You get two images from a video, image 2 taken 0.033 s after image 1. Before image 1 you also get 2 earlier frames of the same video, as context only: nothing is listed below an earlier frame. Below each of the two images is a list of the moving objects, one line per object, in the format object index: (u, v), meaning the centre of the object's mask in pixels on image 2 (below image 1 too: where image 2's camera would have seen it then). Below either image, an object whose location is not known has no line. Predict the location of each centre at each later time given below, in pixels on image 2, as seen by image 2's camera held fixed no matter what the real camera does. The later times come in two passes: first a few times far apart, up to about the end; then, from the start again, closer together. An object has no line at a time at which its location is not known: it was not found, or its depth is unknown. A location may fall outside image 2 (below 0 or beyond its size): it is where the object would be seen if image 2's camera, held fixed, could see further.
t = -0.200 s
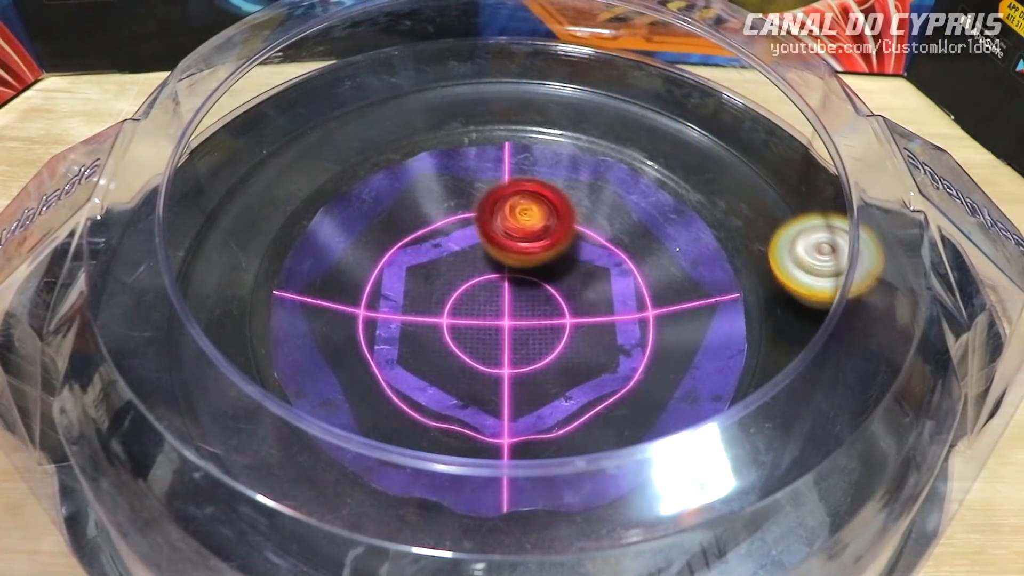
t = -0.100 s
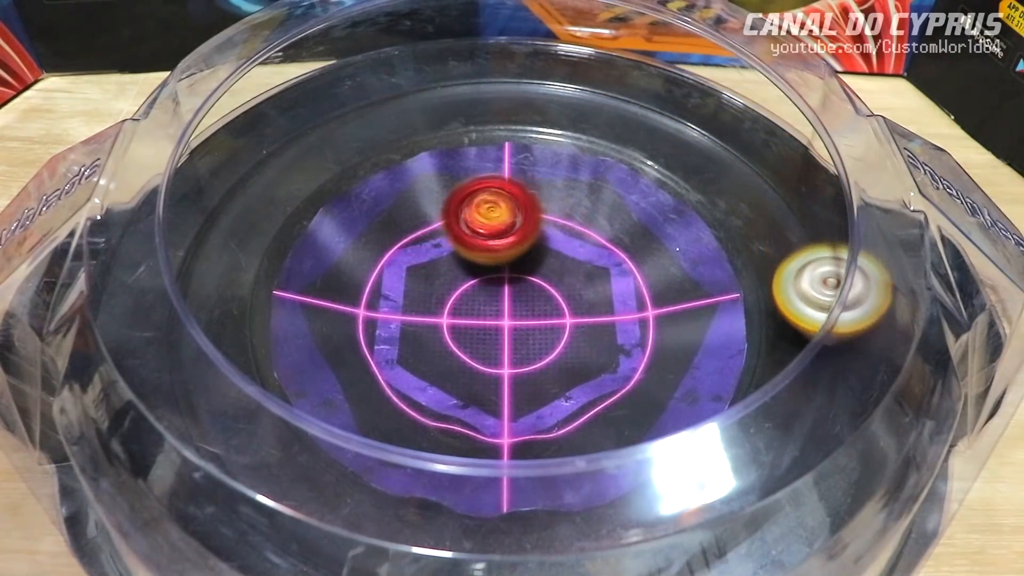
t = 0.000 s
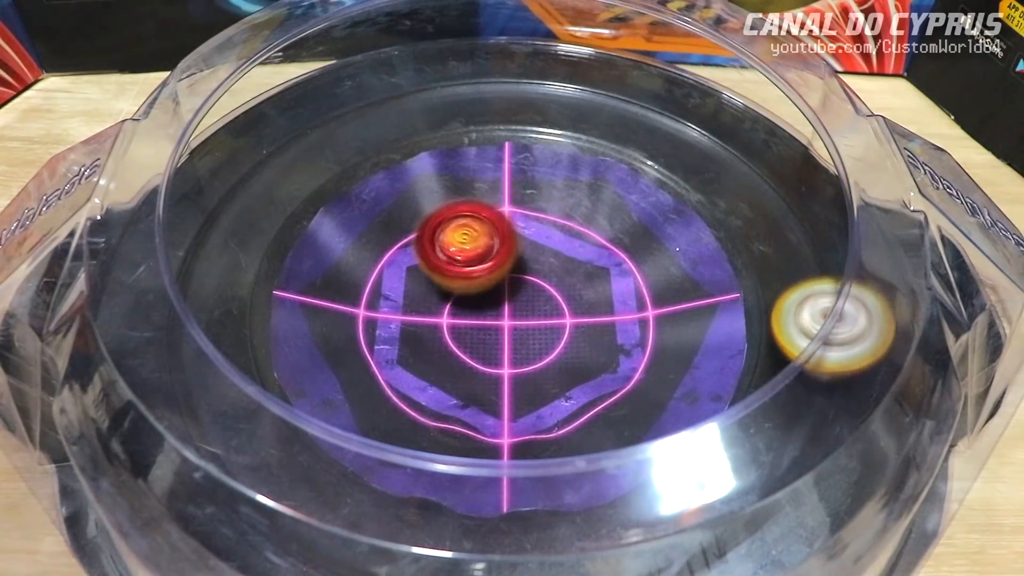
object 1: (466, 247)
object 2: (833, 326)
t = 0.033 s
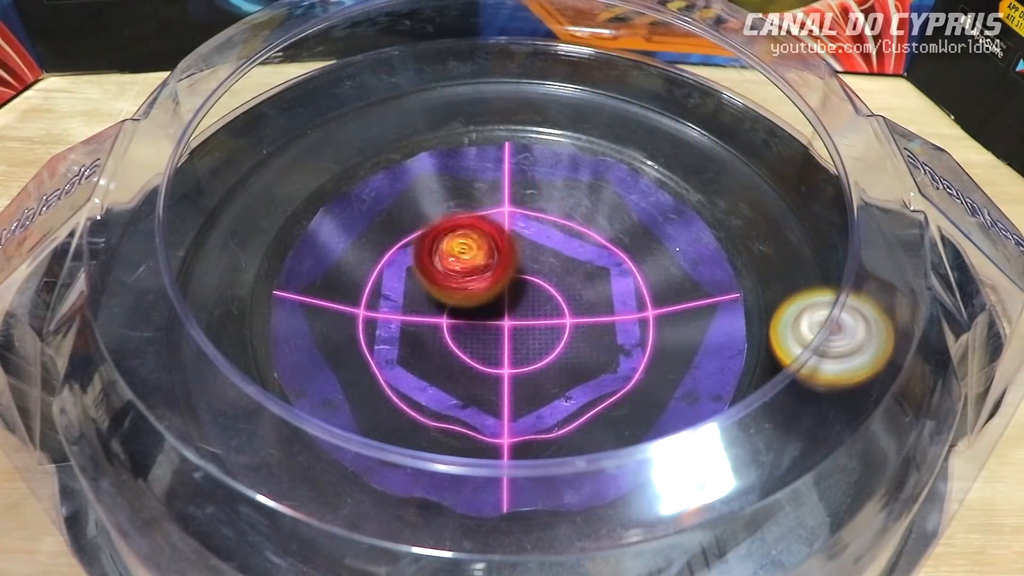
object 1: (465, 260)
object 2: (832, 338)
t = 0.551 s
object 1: (571, 264)
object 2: (716, 522)
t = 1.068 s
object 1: (499, 347)
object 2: (409, 532)
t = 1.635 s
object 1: (430, 255)
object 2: (194, 383)
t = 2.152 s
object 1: (570, 245)
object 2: (209, 208)
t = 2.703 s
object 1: (520, 343)
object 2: (343, 94)
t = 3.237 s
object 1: (445, 262)
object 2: (520, 70)
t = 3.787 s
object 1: (553, 259)
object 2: (605, 151)
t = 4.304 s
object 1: (493, 386)
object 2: (520, 307)
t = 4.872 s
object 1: (421, 308)
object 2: (537, 277)
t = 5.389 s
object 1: (458, 208)
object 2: (489, 299)
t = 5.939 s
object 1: (615, 294)
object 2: (497, 315)
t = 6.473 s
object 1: (467, 351)
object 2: (462, 265)
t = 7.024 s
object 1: (439, 259)
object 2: (525, 214)
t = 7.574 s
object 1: (497, 319)
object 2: (641, 253)
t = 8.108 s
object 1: (495, 267)
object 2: (540, 362)
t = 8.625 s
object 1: (512, 316)
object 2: (397, 302)
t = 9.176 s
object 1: (560, 300)
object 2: (452, 155)
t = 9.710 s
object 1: (488, 298)
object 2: (726, 276)
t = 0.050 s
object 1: (465, 267)
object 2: (830, 345)
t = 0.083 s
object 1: (471, 282)
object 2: (829, 356)
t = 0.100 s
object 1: (474, 288)
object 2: (828, 362)
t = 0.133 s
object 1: (485, 300)
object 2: (825, 373)
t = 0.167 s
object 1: (499, 310)
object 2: (821, 385)
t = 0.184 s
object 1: (506, 314)
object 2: (826, 397)
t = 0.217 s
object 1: (520, 319)
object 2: (819, 407)
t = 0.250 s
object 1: (536, 321)
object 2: (809, 416)
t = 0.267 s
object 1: (543, 321)
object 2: (805, 422)
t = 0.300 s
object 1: (558, 319)
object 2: (794, 431)
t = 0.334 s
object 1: (570, 315)
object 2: (788, 442)
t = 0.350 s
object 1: (575, 312)
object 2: (785, 447)
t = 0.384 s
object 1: (585, 305)
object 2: (780, 459)
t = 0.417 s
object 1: (590, 296)
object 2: (772, 470)
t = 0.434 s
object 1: (592, 291)
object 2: (767, 476)
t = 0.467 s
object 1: (591, 283)
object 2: (758, 488)
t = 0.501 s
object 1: (586, 274)
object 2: (746, 501)
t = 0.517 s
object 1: (581, 270)
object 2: (739, 509)
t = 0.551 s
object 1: (571, 264)
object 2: (716, 522)
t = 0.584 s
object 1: (557, 260)
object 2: (690, 529)
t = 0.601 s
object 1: (550, 259)
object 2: (679, 530)
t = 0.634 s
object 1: (533, 259)
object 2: (661, 532)
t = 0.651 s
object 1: (524, 259)
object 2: (652, 532)
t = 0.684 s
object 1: (507, 263)
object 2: (635, 533)
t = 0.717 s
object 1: (489, 270)
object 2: (616, 533)
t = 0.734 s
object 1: (483, 272)
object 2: (610, 533)
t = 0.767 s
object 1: (469, 281)
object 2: (593, 533)
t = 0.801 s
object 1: (460, 290)
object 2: (573, 535)
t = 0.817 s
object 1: (456, 295)
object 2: (563, 535)
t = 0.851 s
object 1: (451, 305)
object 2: (544, 536)
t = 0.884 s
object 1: (450, 315)
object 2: (524, 537)
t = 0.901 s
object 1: (451, 320)
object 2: (513, 536)
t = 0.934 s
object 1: (454, 329)
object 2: (491, 536)
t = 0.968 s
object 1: (461, 337)
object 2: (471, 536)
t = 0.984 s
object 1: (467, 341)
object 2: (460, 536)
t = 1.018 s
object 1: (478, 346)
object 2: (440, 535)
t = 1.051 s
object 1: (491, 347)
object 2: (420, 532)
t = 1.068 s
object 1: (499, 347)
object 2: (409, 532)
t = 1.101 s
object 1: (511, 344)
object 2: (391, 529)
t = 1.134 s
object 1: (524, 337)
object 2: (373, 526)
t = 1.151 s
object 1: (528, 332)
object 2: (363, 524)
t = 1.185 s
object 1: (536, 321)
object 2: (346, 520)
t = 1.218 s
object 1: (541, 308)
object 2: (330, 515)
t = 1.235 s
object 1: (541, 301)
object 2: (322, 511)
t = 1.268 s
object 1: (539, 288)
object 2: (307, 503)
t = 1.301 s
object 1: (533, 275)
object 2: (292, 494)
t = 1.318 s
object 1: (530, 269)
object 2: (285, 489)
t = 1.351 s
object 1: (521, 258)
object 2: (271, 480)
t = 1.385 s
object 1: (509, 249)
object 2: (257, 470)
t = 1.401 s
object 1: (504, 246)
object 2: (251, 464)
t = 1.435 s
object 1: (492, 240)
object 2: (237, 453)
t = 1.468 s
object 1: (479, 237)
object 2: (226, 443)
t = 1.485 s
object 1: (474, 236)
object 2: (222, 437)
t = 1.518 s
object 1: (461, 236)
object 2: (215, 423)
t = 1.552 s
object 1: (450, 239)
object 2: (208, 413)
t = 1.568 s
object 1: (445, 241)
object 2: (205, 407)
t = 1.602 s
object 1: (436, 247)
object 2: (200, 395)
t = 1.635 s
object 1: (430, 255)
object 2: (194, 383)
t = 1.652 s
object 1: (429, 261)
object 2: (192, 378)
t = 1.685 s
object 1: (429, 271)
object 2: (185, 367)
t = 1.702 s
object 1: (432, 277)
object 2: (185, 360)
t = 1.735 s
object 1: (439, 287)
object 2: (180, 348)
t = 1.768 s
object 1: (453, 297)
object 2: (178, 336)
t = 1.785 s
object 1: (459, 301)
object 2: (177, 330)
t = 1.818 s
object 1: (477, 307)
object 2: (177, 318)
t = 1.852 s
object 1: (496, 310)
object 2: (175, 306)
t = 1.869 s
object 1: (505, 310)
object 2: (183, 300)
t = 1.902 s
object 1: (523, 308)
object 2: (180, 289)
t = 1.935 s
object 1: (540, 303)
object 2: (181, 278)
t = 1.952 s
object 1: (545, 299)
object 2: (182, 272)
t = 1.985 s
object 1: (557, 292)
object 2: (185, 261)
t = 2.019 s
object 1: (566, 283)
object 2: (189, 251)
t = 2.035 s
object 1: (569, 279)
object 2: (191, 245)
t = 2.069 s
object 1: (573, 269)
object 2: (195, 234)
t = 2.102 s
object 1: (575, 259)
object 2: (206, 224)
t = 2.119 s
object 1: (573, 255)
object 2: (207, 219)
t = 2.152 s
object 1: (570, 245)
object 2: (209, 208)
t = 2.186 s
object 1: (563, 238)
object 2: (215, 198)
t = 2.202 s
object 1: (558, 236)
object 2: (217, 193)
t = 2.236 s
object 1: (548, 232)
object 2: (222, 184)
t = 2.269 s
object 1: (536, 231)
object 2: (229, 175)
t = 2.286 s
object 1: (528, 232)
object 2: (232, 171)
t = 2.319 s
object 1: (514, 236)
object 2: (239, 163)
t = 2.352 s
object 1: (502, 243)
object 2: (247, 156)
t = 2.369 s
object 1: (495, 248)
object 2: (251, 153)
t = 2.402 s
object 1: (485, 259)
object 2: (259, 146)
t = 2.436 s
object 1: (479, 271)
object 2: (267, 139)
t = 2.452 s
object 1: (475, 278)
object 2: (272, 135)
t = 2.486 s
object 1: (473, 290)
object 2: (280, 129)
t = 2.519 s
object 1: (474, 302)
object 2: (289, 123)
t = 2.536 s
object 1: (474, 308)
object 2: (293, 120)
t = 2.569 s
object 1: (480, 318)
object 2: (302, 115)
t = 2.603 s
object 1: (488, 328)
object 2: (312, 109)
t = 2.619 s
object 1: (491, 332)
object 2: (318, 107)
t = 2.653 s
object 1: (502, 338)
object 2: (328, 101)
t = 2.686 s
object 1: (514, 341)
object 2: (338, 97)
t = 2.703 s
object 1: (520, 343)
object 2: (343, 94)
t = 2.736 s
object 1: (533, 343)
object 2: (354, 90)
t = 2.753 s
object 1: (540, 341)
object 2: (359, 88)
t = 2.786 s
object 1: (550, 337)
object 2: (370, 84)
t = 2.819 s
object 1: (559, 330)
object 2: (380, 81)
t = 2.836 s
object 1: (562, 326)
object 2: (385, 80)
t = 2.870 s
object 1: (565, 316)
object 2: (396, 77)
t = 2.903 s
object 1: (564, 306)
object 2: (408, 75)
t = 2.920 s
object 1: (563, 301)
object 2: (413, 74)
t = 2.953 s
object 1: (557, 291)
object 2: (425, 72)
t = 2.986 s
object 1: (546, 281)
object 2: (437, 70)
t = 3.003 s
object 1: (540, 277)
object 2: (442, 70)
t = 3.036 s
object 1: (527, 268)
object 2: (455, 68)
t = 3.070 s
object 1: (512, 262)
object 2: (465, 68)
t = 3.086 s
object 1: (504, 260)
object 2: (471, 68)
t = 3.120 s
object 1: (489, 257)
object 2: (483, 68)
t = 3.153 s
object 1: (475, 256)
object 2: (493, 68)
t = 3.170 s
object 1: (468, 257)
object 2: (499, 68)
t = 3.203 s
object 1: (456, 259)
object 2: (510, 69)
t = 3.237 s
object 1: (445, 262)
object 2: (520, 70)
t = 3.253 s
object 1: (440, 265)
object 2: (526, 71)
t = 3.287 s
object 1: (432, 271)
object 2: (536, 74)
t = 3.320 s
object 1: (426, 278)
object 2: (546, 76)
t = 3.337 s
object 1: (425, 282)
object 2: (551, 77)
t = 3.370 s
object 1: (426, 291)
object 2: (561, 80)
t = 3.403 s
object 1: (429, 300)
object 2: (570, 83)
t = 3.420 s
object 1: (434, 304)
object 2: (575, 85)
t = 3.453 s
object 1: (444, 311)
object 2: (583, 88)
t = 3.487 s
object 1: (456, 316)
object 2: (592, 93)
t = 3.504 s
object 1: (463, 317)
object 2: (597, 95)
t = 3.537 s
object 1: (480, 318)
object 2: (604, 99)
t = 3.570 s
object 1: (497, 317)
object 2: (612, 104)
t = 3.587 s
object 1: (504, 314)
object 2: (616, 107)
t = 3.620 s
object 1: (519, 308)
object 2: (622, 112)
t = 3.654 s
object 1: (532, 300)
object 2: (628, 118)
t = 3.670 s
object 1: (537, 295)
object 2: (630, 120)
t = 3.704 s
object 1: (545, 285)
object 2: (628, 129)
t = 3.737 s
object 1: (550, 275)
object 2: (620, 137)
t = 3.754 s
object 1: (552, 269)
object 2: (615, 142)
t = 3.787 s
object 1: (553, 259)
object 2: (605, 151)
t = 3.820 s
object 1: (552, 249)
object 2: (592, 162)
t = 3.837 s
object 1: (547, 246)
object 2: (587, 167)
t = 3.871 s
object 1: (528, 255)
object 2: (583, 169)
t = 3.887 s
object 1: (519, 259)
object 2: (580, 171)
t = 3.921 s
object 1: (504, 267)
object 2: (572, 179)
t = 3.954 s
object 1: (492, 277)
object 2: (561, 190)
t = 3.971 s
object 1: (486, 282)
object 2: (556, 195)
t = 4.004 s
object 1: (478, 292)
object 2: (545, 208)
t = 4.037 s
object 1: (473, 304)
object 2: (534, 222)
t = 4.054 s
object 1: (471, 310)
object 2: (528, 229)
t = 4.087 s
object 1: (471, 322)
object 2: (518, 244)
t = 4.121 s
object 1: (472, 334)
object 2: (512, 258)
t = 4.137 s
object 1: (472, 339)
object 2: (510, 264)
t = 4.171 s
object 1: (474, 351)
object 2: (509, 274)
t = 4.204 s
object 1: (478, 361)
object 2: (510, 285)
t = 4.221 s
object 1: (480, 367)
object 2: (511, 289)
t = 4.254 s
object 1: (485, 376)
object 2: (514, 298)
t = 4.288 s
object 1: (491, 383)
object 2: (518, 305)
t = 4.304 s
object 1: (493, 386)
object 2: (520, 307)
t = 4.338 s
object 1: (499, 390)
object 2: (526, 312)
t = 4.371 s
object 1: (504, 393)
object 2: (533, 315)
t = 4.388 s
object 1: (505, 394)
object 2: (537, 316)
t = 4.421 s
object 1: (508, 394)
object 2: (543, 316)
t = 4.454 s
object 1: (509, 392)
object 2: (549, 315)
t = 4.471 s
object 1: (508, 391)
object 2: (551, 314)
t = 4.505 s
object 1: (508, 387)
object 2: (556, 312)
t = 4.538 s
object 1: (507, 382)
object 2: (558, 308)
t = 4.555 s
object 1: (504, 380)
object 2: (559, 307)
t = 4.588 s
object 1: (496, 375)
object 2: (561, 303)
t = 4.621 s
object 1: (488, 368)
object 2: (560, 300)
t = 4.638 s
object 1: (485, 364)
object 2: (559, 299)
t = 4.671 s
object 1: (477, 356)
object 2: (557, 296)
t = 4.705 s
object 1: (466, 348)
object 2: (557, 292)
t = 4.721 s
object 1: (458, 345)
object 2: (558, 289)
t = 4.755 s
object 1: (448, 337)
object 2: (555, 286)
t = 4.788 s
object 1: (439, 329)
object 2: (552, 283)
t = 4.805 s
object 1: (435, 325)
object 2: (549, 282)
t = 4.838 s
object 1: (428, 316)
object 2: (543, 279)
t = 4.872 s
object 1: (421, 308)
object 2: (537, 277)
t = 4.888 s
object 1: (419, 303)
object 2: (533, 277)
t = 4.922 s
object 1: (413, 293)
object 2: (526, 276)
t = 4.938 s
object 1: (412, 289)
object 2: (522, 276)
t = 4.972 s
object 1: (405, 278)
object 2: (518, 276)
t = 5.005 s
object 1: (399, 268)
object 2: (516, 277)
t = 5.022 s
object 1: (397, 263)
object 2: (514, 278)
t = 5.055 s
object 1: (394, 254)
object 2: (510, 279)
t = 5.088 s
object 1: (392, 245)
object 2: (507, 280)
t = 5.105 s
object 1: (393, 241)
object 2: (505, 281)
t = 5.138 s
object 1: (395, 233)
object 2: (502, 283)
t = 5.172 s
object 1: (398, 226)
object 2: (498, 284)
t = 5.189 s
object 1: (400, 223)
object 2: (497, 286)
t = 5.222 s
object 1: (407, 217)
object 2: (494, 288)
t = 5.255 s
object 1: (415, 213)
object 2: (493, 290)
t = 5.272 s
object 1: (419, 211)
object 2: (491, 291)
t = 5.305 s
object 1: (429, 209)
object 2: (490, 293)
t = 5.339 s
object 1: (441, 207)
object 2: (489, 296)
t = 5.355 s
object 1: (446, 207)
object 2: (489, 297)
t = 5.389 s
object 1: (458, 208)
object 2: (489, 299)
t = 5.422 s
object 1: (472, 209)
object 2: (490, 301)
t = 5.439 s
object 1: (478, 210)
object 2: (490, 302)
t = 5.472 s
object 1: (492, 213)
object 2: (490, 305)
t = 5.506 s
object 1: (505, 216)
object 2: (491, 308)
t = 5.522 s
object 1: (512, 218)
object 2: (492, 309)
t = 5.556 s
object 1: (524, 222)
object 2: (493, 311)
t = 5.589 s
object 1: (535, 226)
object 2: (495, 312)
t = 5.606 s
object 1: (540, 228)
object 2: (496, 312)
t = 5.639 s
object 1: (551, 232)
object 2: (498, 313)
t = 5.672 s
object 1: (562, 238)
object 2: (499, 314)
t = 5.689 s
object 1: (568, 240)
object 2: (499, 315)
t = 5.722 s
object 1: (577, 246)
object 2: (500, 316)
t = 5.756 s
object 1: (585, 252)
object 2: (501, 317)
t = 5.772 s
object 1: (590, 255)
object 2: (501, 317)
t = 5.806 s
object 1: (597, 262)
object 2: (502, 317)
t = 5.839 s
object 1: (604, 270)
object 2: (501, 317)
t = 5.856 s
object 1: (607, 274)
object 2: (500, 317)
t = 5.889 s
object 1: (612, 282)
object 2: (499, 317)
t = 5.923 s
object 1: (614, 291)
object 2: (498, 316)
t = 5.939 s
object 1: (615, 294)
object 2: (497, 315)
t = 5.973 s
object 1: (615, 303)
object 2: (495, 314)
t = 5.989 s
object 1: (614, 307)
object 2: (494, 313)
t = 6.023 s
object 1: (611, 316)
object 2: (492, 312)
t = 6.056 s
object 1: (605, 324)
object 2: (490, 310)
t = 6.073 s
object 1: (602, 328)
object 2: (489, 309)
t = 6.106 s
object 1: (595, 336)
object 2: (487, 307)
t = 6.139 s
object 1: (586, 343)
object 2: (484, 304)
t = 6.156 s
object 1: (581, 346)
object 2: (483, 302)
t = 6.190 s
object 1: (570, 352)
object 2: (480, 299)
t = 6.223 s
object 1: (559, 356)
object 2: (478, 296)
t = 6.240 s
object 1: (553, 357)
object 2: (477, 294)
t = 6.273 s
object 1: (540, 359)
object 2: (474, 291)
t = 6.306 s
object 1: (527, 362)
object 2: (472, 288)
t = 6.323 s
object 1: (521, 361)
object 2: (470, 285)
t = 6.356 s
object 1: (507, 361)
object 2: (467, 281)
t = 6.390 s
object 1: (495, 359)
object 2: (465, 277)
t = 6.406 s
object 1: (489, 358)
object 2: (463, 275)
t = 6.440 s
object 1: (478, 355)
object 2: (462, 270)
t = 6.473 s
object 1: (467, 351)
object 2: (462, 265)
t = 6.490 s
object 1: (461, 348)
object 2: (462, 262)
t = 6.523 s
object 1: (454, 342)
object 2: (461, 258)
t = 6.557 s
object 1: (446, 336)
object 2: (460, 253)
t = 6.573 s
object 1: (441, 333)
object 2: (461, 250)
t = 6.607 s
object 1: (435, 326)
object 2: (462, 246)
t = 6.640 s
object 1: (428, 318)
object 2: (464, 240)
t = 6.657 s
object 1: (426, 315)
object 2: (466, 238)
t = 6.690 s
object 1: (421, 307)
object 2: (468, 234)
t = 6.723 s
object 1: (418, 301)
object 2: (471, 230)
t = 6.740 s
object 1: (416, 297)
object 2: (474, 228)
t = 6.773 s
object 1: (414, 290)
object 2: (478, 224)
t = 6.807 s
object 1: (413, 283)
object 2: (483, 222)
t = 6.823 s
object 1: (413, 280)
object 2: (486, 220)
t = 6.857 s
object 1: (415, 273)
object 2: (491, 218)
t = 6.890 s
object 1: (416, 268)
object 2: (498, 216)
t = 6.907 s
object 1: (419, 267)
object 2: (501, 215)
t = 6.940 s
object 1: (422, 263)
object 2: (508, 214)
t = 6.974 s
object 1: (428, 261)
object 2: (515, 214)
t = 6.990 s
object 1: (431, 259)
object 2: (518, 214)
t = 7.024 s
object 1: (439, 259)
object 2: (525, 214)
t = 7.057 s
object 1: (444, 259)
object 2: (534, 215)
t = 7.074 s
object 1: (444, 259)
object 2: (540, 216)
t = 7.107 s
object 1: (448, 261)
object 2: (548, 216)
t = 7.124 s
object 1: (451, 262)
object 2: (553, 216)
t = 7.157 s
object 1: (455, 265)
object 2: (560, 216)
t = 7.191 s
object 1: (463, 269)
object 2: (567, 217)
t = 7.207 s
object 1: (468, 270)
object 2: (570, 218)
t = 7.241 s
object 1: (477, 274)
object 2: (577, 219)
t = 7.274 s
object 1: (487, 277)
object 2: (583, 222)
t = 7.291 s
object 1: (492, 279)
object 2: (585, 223)
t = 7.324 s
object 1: (502, 281)
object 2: (590, 226)
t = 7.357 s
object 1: (511, 283)
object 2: (595, 230)
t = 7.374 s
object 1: (515, 284)
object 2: (598, 232)
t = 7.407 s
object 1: (506, 292)
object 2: (614, 233)
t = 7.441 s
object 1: (501, 297)
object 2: (625, 235)
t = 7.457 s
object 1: (499, 300)
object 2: (629, 236)
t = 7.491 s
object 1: (500, 304)
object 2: (635, 240)
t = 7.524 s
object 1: (499, 310)
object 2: (638, 244)
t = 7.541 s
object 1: (499, 313)
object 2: (640, 247)
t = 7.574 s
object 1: (497, 319)
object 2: (641, 253)
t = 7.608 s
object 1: (496, 322)
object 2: (640, 260)
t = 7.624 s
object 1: (496, 324)
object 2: (639, 264)
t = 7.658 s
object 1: (495, 326)
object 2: (635, 272)
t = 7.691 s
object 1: (497, 328)
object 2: (631, 280)
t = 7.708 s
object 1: (496, 328)
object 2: (628, 285)
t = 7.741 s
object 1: (498, 326)
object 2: (623, 293)
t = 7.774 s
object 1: (499, 324)
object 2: (618, 301)
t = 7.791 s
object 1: (500, 323)
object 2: (616, 304)
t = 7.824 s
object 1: (500, 319)
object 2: (612, 312)
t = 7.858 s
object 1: (498, 313)
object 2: (607, 319)
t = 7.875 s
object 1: (496, 309)
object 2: (604, 323)
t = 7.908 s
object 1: (492, 302)
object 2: (597, 331)
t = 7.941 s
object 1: (490, 296)
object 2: (589, 338)
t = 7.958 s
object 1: (488, 292)
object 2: (586, 341)
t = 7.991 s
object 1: (489, 285)
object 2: (577, 347)
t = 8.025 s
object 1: (489, 279)
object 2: (568, 352)
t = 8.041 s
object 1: (490, 276)
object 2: (562, 355)
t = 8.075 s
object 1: (492, 271)
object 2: (551, 359)
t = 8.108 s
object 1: (495, 267)
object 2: (540, 362)
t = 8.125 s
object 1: (497, 264)
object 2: (535, 363)
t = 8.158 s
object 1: (502, 261)
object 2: (523, 365)
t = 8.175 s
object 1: (505, 261)
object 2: (517, 365)
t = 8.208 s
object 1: (509, 261)
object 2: (504, 365)
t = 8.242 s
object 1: (513, 262)
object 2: (492, 364)
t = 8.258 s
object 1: (515, 262)
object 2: (487, 364)
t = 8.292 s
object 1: (518, 263)
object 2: (476, 362)
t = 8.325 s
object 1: (522, 266)
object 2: (465, 359)
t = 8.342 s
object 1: (524, 268)
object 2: (459, 357)
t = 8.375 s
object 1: (527, 273)
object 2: (450, 352)
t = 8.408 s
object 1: (530, 280)
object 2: (441, 347)
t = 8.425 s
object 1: (531, 283)
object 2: (437, 344)
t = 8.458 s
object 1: (531, 291)
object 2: (429, 338)
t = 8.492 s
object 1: (529, 300)
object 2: (422, 332)
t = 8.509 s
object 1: (528, 302)
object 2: (417, 328)
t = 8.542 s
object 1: (528, 308)
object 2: (409, 322)
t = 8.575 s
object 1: (521, 313)
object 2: (404, 314)
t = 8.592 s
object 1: (518, 315)
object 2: (402, 310)
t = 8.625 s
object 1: (512, 316)
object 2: (397, 302)
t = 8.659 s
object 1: (506, 317)
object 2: (394, 294)
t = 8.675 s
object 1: (503, 317)
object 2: (393, 290)
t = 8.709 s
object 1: (498, 316)
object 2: (393, 282)
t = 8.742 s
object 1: (492, 311)
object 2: (393, 274)
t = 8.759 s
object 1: (489, 310)
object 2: (392, 269)
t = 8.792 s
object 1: (507, 331)
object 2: (382, 245)
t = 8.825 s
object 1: (519, 345)
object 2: (374, 221)
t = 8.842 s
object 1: (519, 349)
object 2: (372, 211)
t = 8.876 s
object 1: (521, 346)
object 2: (373, 196)
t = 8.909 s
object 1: (527, 342)
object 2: (378, 185)
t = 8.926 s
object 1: (532, 340)
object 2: (381, 178)
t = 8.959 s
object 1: (543, 335)
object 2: (388, 169)
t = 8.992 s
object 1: (552, 330)
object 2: (396, 161)
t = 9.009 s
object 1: (556, 330)
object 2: (401, 160)
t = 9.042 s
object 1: (562, 326)
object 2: (409, 154)
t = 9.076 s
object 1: (566, 323)
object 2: (418, 151)
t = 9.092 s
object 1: (566, 321)
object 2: (425, 152)
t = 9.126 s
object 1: (564, 316)
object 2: (436, 151)
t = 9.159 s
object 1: (561, 305)
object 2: (446, 151)
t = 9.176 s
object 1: (560, 300)
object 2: (452, 155)
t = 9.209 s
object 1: (559, 293)
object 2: (466, 157)
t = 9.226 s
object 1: (559, 290)
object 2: (470, 159)
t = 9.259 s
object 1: (561, 287)
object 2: (484, 165)
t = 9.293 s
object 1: (563, 284)
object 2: (499, 171)
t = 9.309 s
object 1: (565, 282)
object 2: (505, 173)
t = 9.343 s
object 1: (567, 277)
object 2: (520, 182)
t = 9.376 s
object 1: (566, 275)
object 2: (535, 190)
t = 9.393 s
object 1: (563, 273)
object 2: (543, 191)
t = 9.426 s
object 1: (555, 273)
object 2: (561, 197)
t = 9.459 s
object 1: (538, 284)
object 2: (586, 210)
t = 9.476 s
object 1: (534, 288)
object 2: (596, 214)
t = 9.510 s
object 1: (525, 292)
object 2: (618, 222)
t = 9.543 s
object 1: (519, 298)
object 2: (640, 230)
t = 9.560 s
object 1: (517, 301)
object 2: (652, 232)
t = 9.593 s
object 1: (510, 304)
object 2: (670, 242)
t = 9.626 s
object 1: (501, 302)
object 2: (688, 252)
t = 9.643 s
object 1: (498, 302)
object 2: (696, 255)
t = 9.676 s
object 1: (493, 301)
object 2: (712, 266)
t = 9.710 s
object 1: (488, 298)
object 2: (726, 276)
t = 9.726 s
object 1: (488, 294)
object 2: (730, 280)
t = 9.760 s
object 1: (487, 288)
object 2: (740, 292)
